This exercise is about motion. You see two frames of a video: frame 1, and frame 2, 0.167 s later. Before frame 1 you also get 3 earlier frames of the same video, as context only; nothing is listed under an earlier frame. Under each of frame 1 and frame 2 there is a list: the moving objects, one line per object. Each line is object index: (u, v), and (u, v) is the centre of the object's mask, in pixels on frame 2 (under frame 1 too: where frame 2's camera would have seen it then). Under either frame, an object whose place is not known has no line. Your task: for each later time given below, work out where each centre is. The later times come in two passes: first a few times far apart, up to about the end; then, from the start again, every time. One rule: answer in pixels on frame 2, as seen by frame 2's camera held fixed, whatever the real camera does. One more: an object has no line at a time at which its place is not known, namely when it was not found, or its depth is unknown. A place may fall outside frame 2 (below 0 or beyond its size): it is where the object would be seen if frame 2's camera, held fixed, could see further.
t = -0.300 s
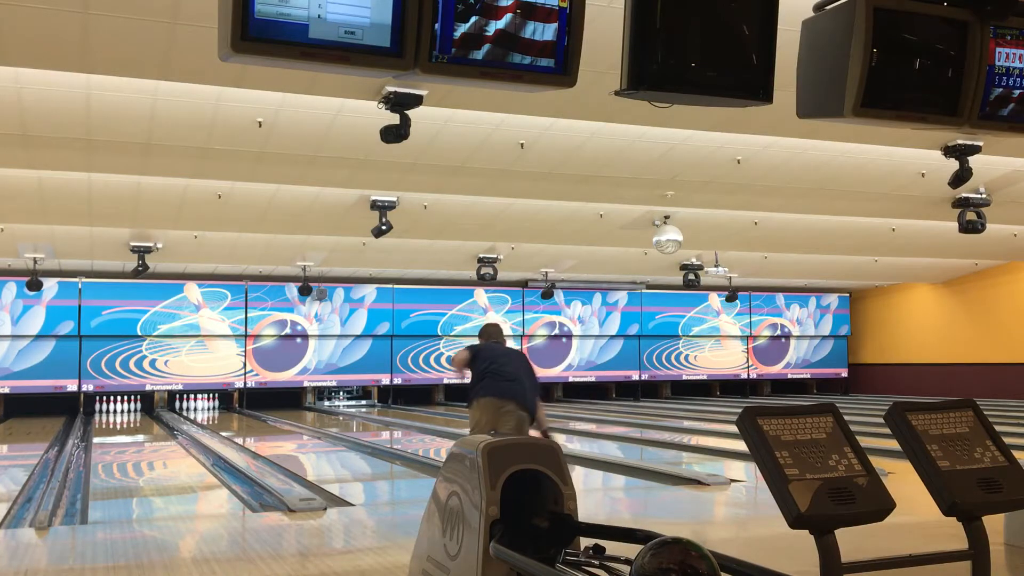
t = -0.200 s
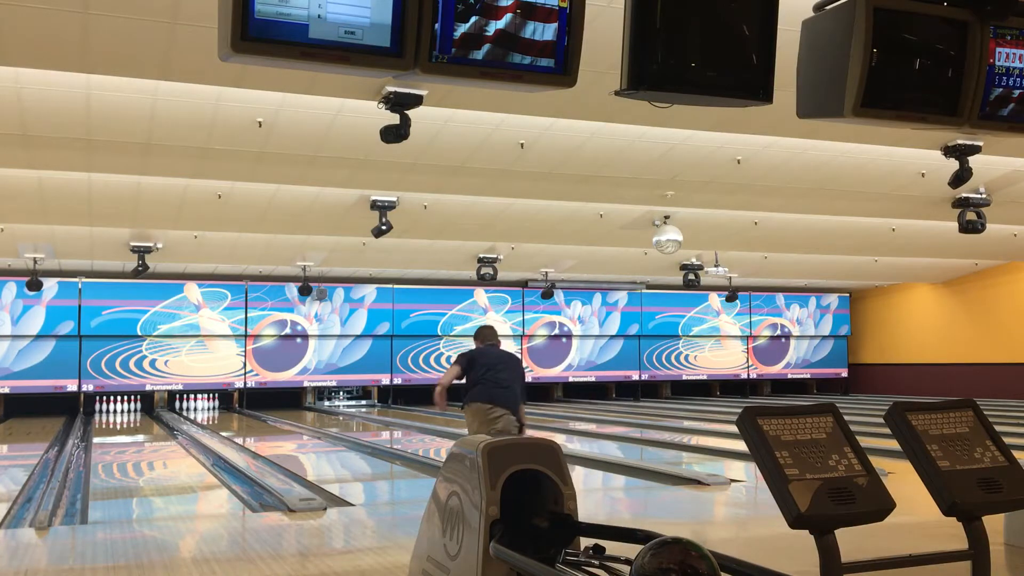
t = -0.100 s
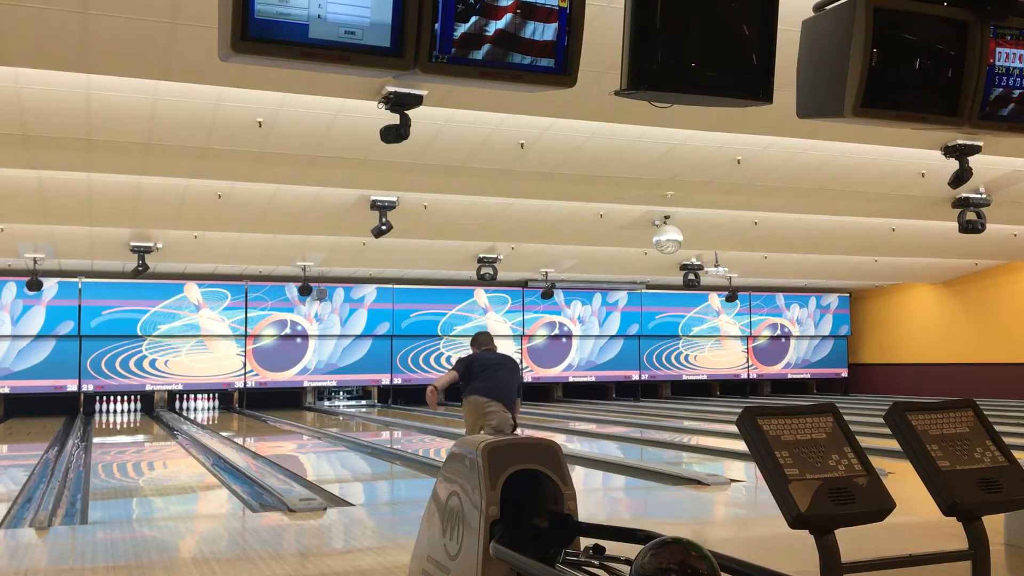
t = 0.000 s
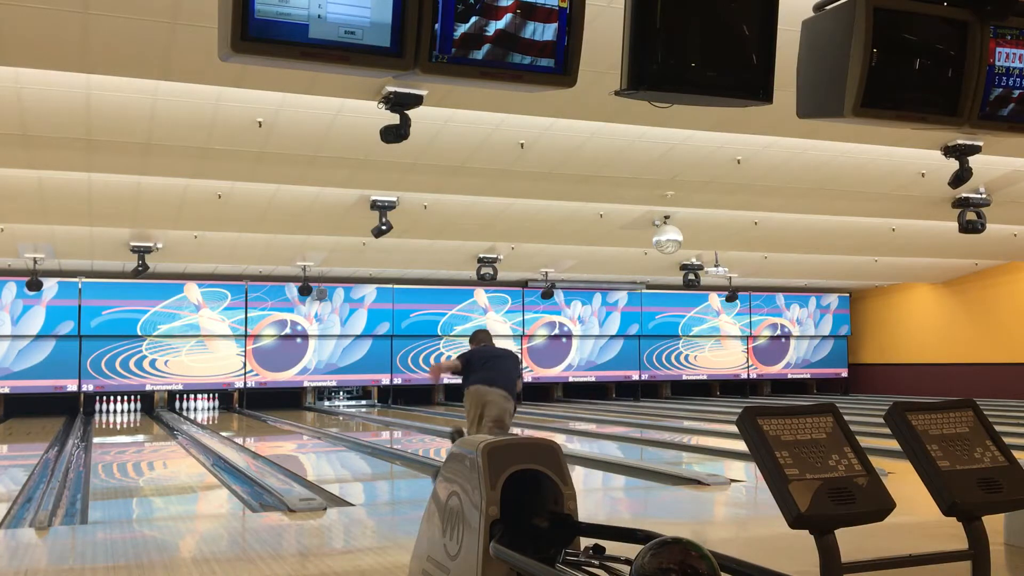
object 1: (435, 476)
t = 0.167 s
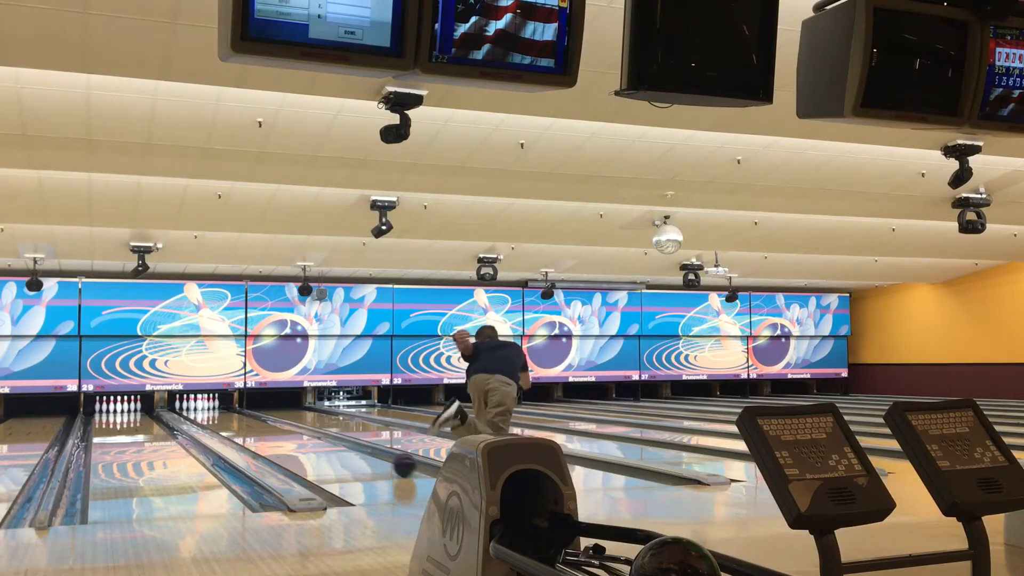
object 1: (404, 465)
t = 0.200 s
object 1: (397, 463)
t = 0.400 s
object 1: (361, 451)
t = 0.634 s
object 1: (329, 441)
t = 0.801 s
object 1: (310, 435)
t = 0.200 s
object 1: (397, 463)
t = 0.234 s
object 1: (391, 460)
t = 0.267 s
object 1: (384, 459)
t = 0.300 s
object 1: (378, 457)
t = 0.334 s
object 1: (372, 455)
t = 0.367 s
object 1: (366, 453)
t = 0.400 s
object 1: (361, 451)
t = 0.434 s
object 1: (356, 450)
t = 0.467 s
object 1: (351, 448)
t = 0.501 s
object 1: (346, 446)
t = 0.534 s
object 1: (341, 445)
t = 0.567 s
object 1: (337, 443)
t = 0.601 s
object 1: (333, 442)
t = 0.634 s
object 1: (329, 441)
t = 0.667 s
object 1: (325, 440)
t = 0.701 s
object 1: (321, 439)
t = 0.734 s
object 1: (317, 438)
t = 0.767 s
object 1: (313, 437)
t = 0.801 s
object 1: (310, 435)
